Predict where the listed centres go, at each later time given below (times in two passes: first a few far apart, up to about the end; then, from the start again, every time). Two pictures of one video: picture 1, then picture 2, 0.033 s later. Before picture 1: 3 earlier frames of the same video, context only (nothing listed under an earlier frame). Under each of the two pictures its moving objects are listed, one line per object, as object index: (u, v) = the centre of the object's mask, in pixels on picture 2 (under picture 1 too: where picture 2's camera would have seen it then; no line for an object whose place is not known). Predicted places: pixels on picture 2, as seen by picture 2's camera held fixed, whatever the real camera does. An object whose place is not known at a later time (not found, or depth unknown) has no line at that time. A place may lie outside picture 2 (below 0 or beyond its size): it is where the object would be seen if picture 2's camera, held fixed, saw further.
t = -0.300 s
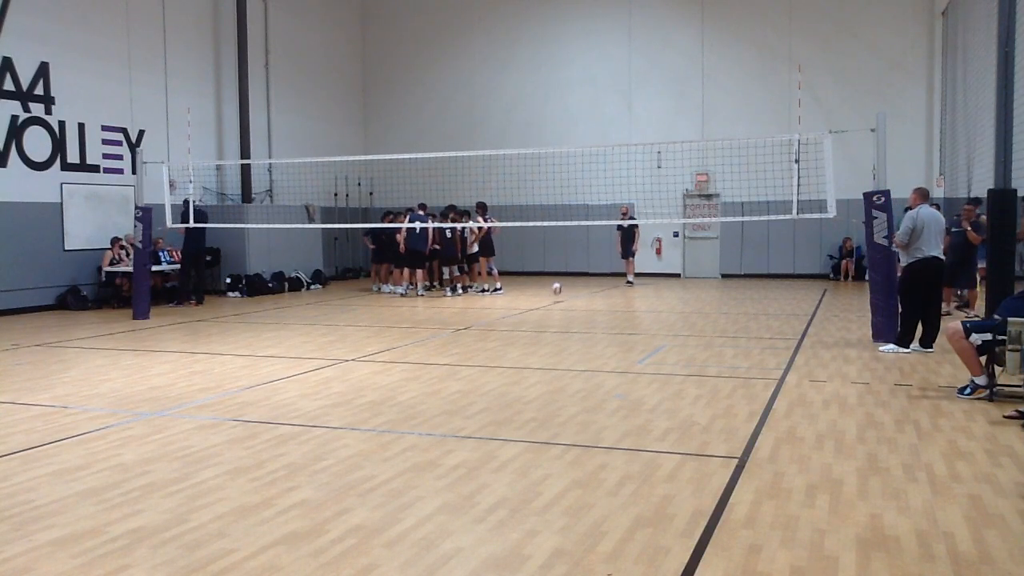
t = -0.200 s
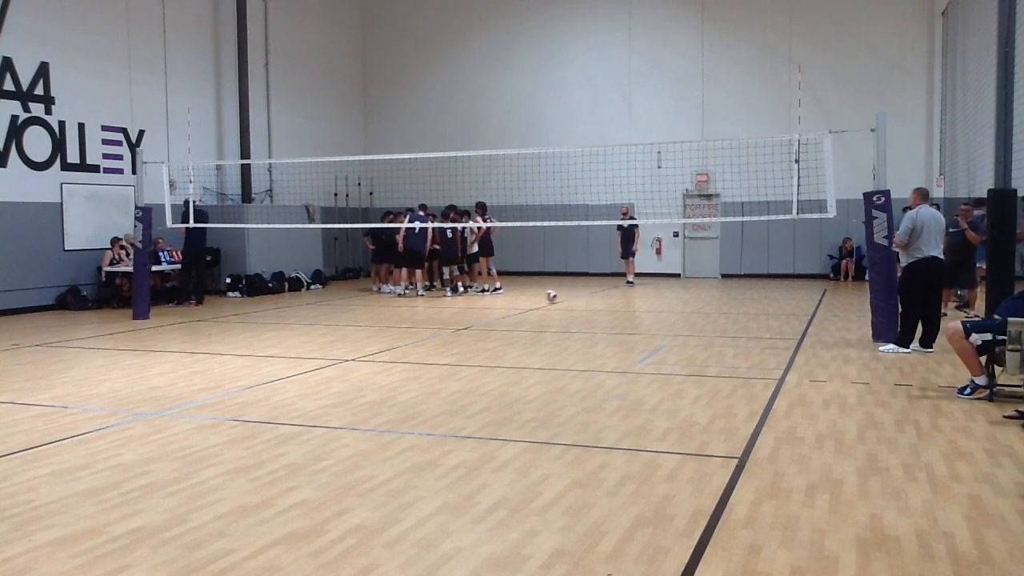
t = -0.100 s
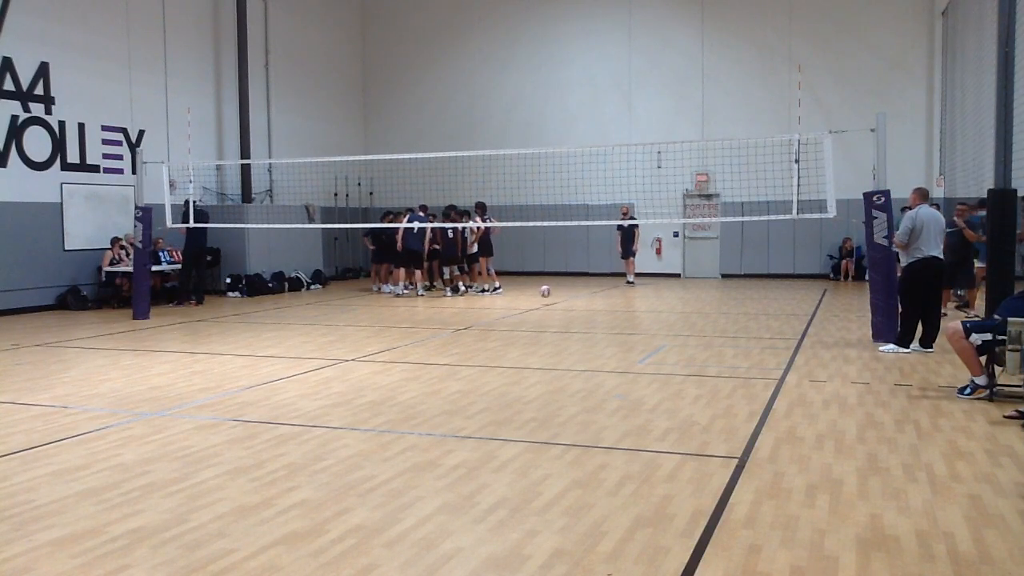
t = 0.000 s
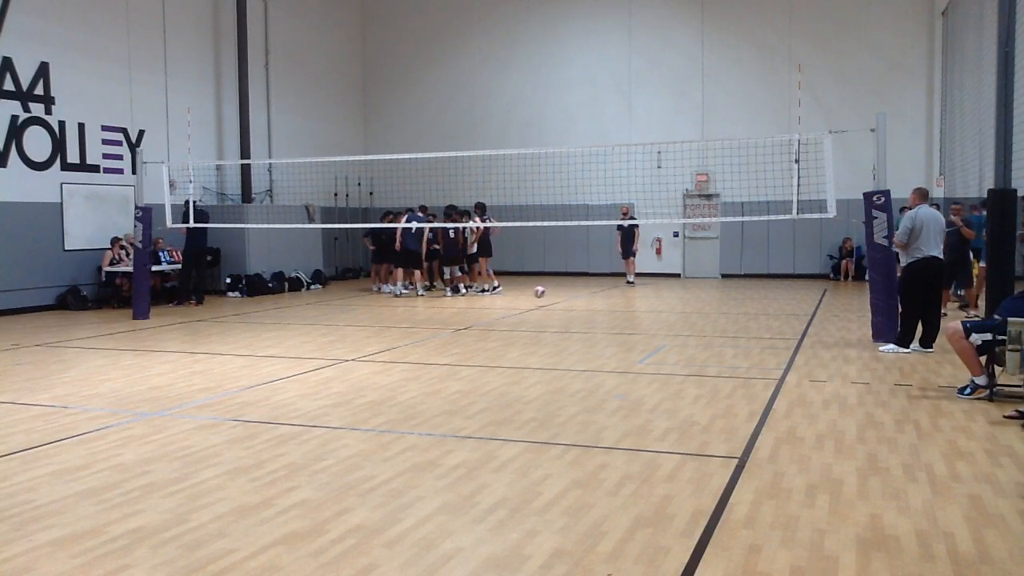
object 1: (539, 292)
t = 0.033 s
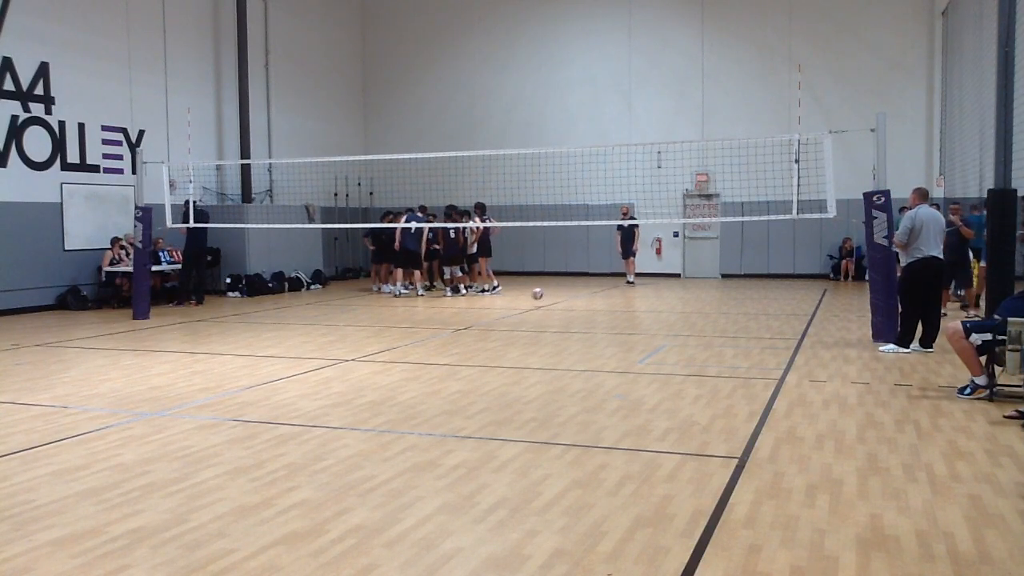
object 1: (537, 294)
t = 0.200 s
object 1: (526, 299)
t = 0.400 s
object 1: (512, 303)
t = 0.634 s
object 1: (495, 305)
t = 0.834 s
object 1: (479, 310)
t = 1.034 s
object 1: (462, 318)
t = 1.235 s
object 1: (444, 322)
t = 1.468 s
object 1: (422, 327)
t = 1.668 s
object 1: (402, 332)
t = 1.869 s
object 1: (380, 337)
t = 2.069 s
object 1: (357, 342)
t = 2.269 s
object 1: (332, 346)
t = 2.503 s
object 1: (301, 355)
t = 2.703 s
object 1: (272, 362)
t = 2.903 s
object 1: (240, 369)
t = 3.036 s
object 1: (218, 375)
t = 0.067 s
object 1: (535, 296)
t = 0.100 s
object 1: (532, 299)
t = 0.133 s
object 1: (530, 302)
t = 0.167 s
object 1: (528, 301)
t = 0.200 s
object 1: (526, 299)
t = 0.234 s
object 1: (524, 298)
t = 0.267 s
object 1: (521, 297)
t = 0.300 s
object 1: (519, 298)
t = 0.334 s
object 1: (517, 299)
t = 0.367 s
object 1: (514, 300)
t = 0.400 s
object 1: (512, 303)
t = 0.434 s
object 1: (510, 305)
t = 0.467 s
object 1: (507, 307)
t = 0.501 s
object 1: (505, 306)
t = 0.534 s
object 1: (503, 304)
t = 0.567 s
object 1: (500, 304)
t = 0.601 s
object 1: (498, 304)
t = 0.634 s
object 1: (495, 305)
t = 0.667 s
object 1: (492, 306)
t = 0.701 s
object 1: (490, 308)
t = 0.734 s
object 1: (488, 312)
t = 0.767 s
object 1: (484, 313)
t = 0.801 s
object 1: (482, 311)
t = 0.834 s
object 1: (479, 310)
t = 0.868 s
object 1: (476, 310)
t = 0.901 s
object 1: (474, 310)
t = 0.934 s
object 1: (472, 311)
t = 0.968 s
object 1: (468, 314)
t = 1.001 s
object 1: (465, 317)
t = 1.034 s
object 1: (462, 318)
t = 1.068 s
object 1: (459, 316)
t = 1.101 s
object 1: (456, 315)
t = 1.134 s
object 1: (453, 315)
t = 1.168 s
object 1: (451, 317)
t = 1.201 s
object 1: (448, 319)
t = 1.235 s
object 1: (444, 322)
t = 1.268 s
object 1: (441, 323)
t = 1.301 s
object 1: (439, 322)
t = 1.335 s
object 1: (435, 321)
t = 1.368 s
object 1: (432, 322)
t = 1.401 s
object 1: (429, 323)
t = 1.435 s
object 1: (426, 325)
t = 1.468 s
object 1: (422, 327)
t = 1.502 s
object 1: (419, 327)
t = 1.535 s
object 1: (416, 326)
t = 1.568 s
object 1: (412, 327)
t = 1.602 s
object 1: (409, 328)
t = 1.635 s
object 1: (405, 330)
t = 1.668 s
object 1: (402, 332)
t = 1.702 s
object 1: (398, 331)
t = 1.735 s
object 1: (395, 331)
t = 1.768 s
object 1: (391, 332)
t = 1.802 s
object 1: (388, 333)
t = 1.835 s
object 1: (384, 336)
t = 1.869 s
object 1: (380, 337)
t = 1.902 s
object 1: (376, 336)
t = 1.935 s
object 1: (372, 337)
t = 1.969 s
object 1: (369, 338)
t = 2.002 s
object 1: (365, 340)
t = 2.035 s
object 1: (361, 342)
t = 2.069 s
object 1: (357, 342)
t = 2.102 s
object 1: (353, 342)
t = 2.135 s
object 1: (349, 343)
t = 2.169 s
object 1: (345, 345)
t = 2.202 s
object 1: (340, 346)
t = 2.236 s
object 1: (336, 346)
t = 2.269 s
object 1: (332, 346)
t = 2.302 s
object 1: (328, 349)
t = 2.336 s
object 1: (324, 350)
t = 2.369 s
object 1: (319, 351)
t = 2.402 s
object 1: (315, 351)
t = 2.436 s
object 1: (310, 352)
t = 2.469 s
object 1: (305, 354)
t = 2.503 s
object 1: (301, 355)
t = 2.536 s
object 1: (296, 356)
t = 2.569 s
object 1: (292, 358)
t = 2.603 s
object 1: (286, 358)
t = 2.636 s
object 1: (282, 359)
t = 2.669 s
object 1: (277, 360)
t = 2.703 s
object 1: (272, 362)
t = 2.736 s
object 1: (266, 362)
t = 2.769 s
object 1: (261, 364)
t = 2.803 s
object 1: (256, 366)
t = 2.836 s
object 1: (251, 367)
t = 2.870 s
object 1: (246, 368)
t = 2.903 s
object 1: (240, 369)
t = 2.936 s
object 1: (234, 370)
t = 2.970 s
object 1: (229, 371)
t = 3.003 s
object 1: (223, 373)
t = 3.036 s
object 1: (218, 375)
